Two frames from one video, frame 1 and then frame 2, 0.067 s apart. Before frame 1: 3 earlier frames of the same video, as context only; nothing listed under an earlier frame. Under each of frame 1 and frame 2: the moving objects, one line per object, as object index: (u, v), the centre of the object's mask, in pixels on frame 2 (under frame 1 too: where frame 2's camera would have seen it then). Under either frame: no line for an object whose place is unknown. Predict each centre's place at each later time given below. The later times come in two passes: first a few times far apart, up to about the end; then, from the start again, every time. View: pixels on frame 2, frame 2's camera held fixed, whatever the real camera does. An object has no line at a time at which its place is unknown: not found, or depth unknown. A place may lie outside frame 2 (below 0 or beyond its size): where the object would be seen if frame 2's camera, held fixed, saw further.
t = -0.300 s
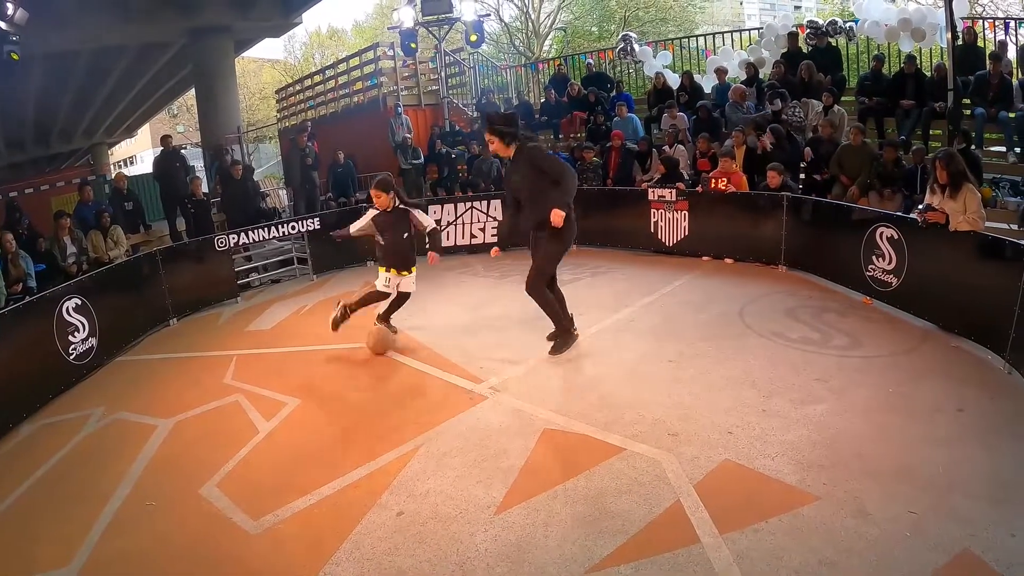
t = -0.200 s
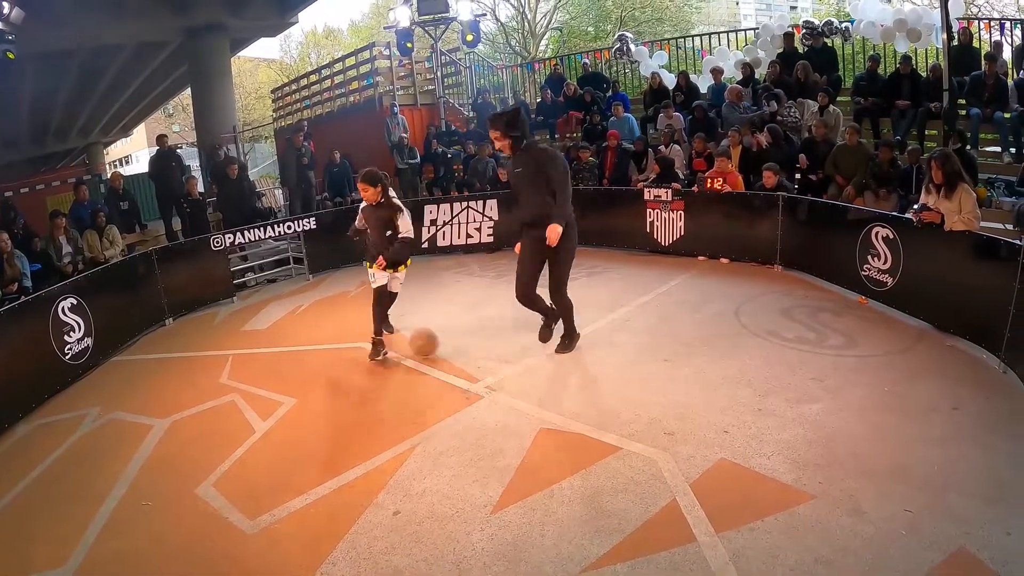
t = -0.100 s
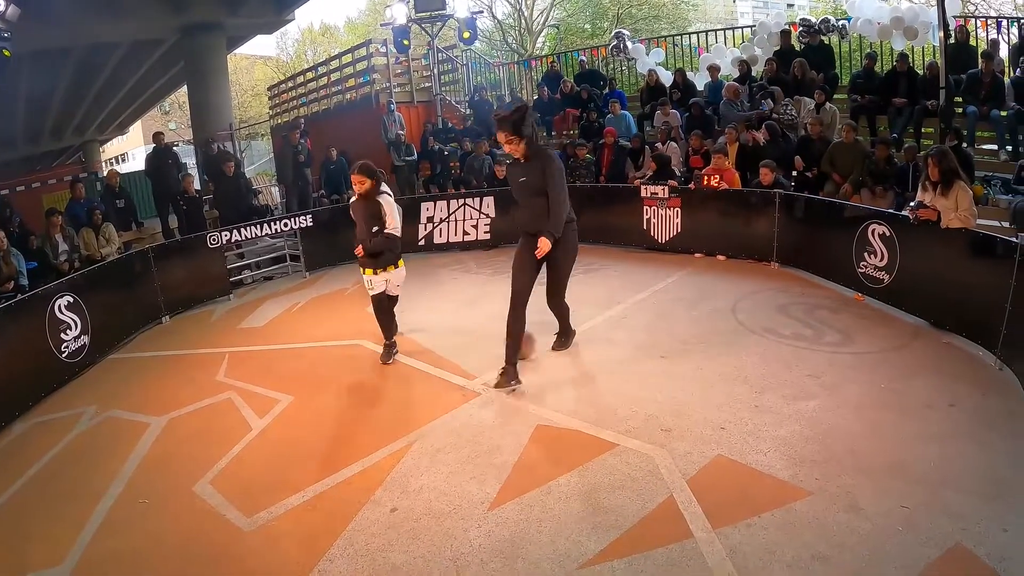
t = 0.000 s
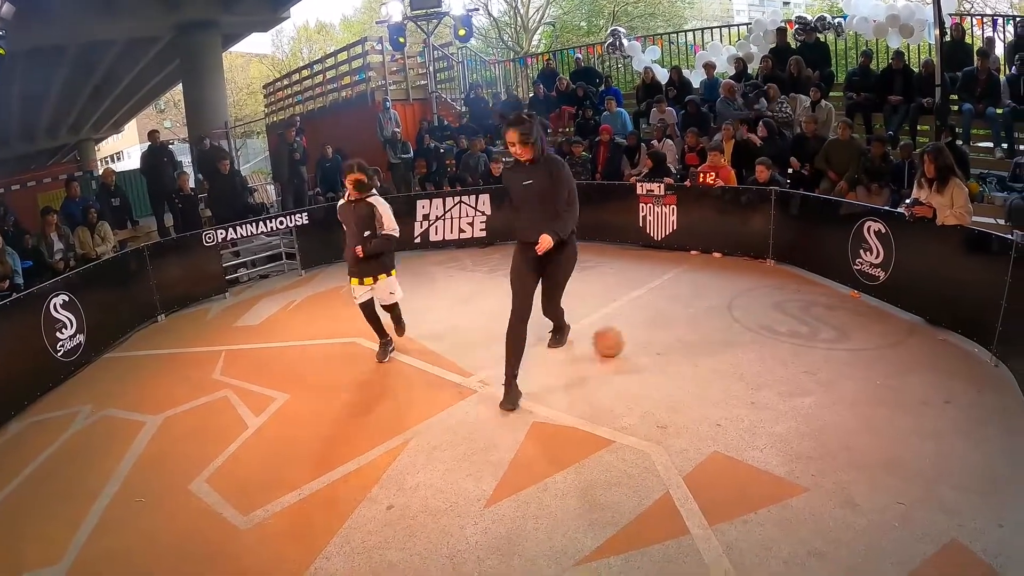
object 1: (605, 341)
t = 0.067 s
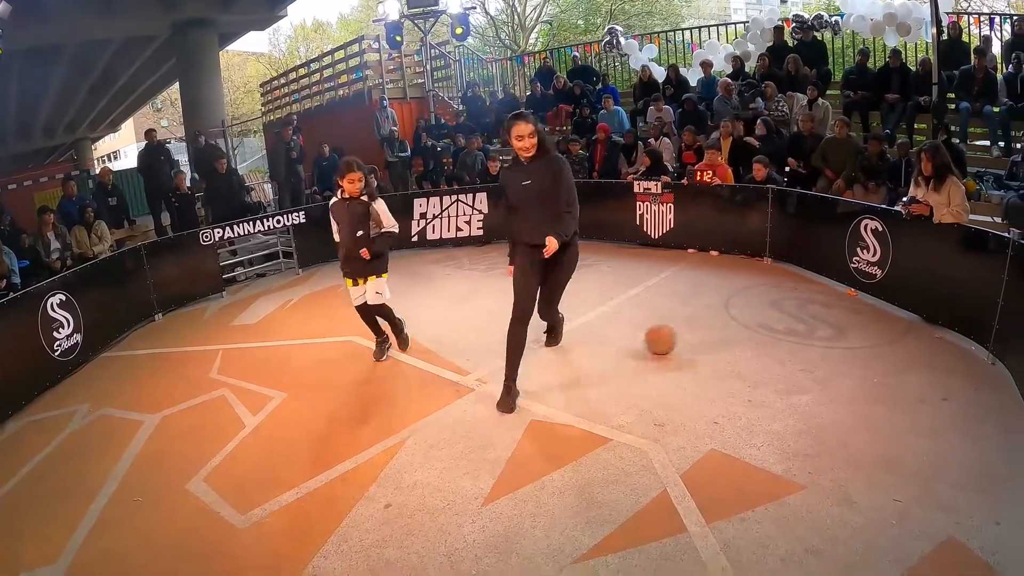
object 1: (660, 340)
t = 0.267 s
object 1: (813, 336)
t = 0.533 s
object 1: (950, 327)
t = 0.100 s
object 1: (687, 339)
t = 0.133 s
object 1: (714, 339)
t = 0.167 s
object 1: (739, 340)
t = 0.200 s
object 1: (764, 339)
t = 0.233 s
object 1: (789, 338)
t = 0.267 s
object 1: (813, 336)
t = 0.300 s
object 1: (837, 337)
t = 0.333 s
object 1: (860, 336)
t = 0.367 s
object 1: (882, 336)
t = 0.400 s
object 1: (903, 337)
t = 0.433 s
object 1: (922, 332)
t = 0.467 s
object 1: (941, 332)
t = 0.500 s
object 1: (950, 329)
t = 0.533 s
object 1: (950, 327)
